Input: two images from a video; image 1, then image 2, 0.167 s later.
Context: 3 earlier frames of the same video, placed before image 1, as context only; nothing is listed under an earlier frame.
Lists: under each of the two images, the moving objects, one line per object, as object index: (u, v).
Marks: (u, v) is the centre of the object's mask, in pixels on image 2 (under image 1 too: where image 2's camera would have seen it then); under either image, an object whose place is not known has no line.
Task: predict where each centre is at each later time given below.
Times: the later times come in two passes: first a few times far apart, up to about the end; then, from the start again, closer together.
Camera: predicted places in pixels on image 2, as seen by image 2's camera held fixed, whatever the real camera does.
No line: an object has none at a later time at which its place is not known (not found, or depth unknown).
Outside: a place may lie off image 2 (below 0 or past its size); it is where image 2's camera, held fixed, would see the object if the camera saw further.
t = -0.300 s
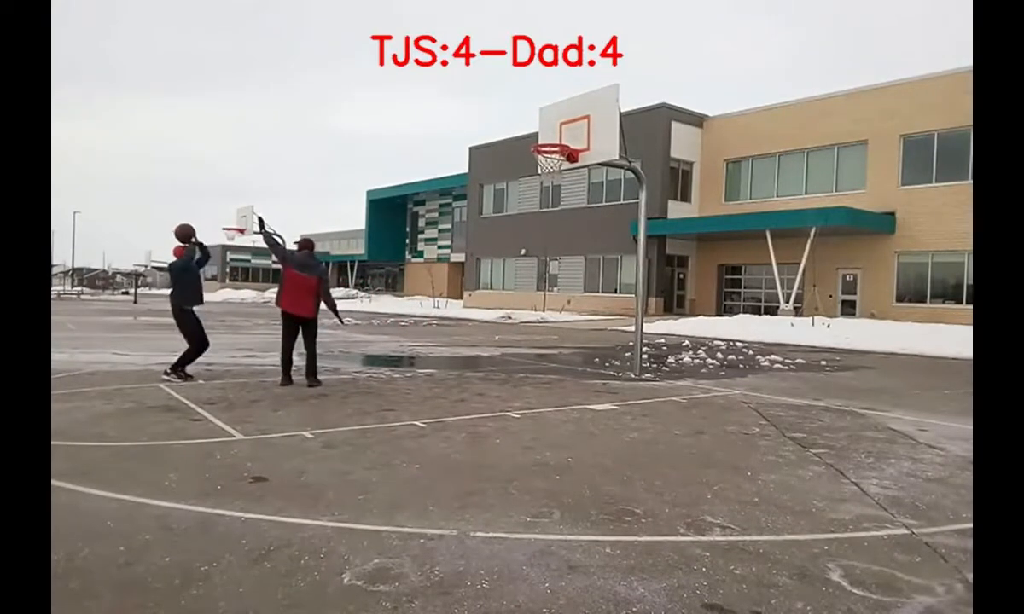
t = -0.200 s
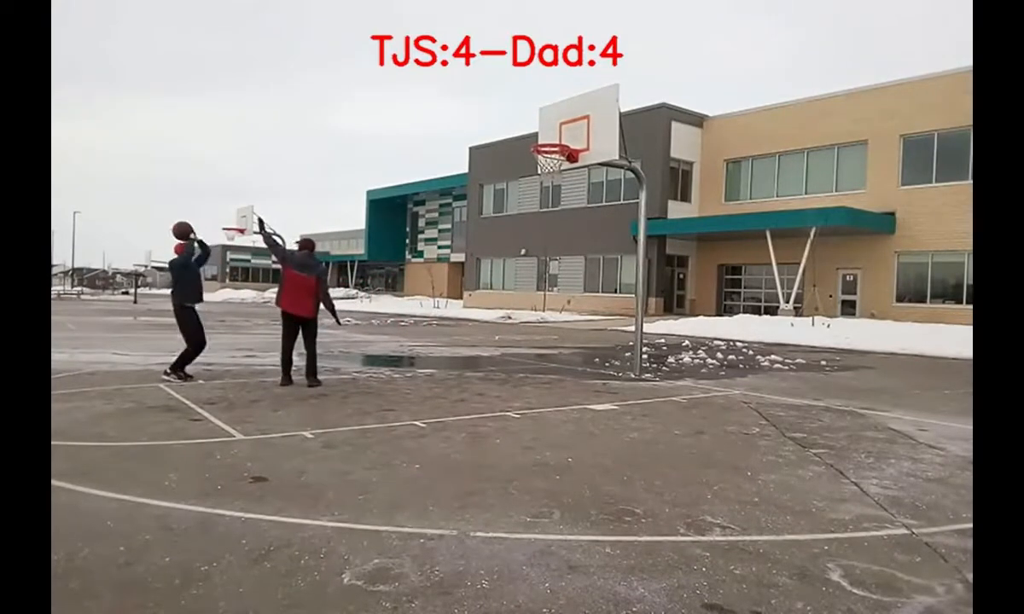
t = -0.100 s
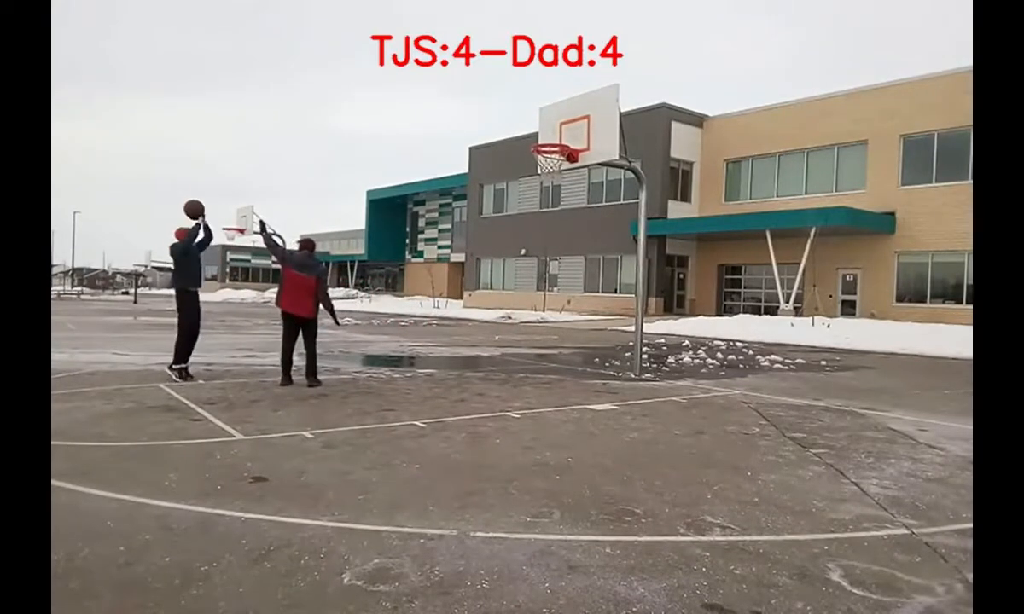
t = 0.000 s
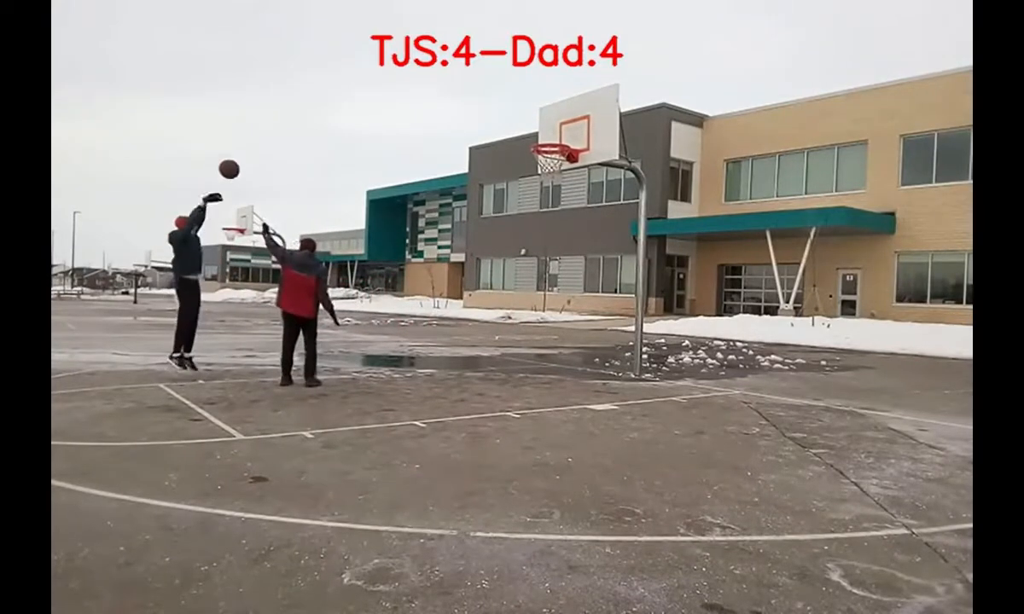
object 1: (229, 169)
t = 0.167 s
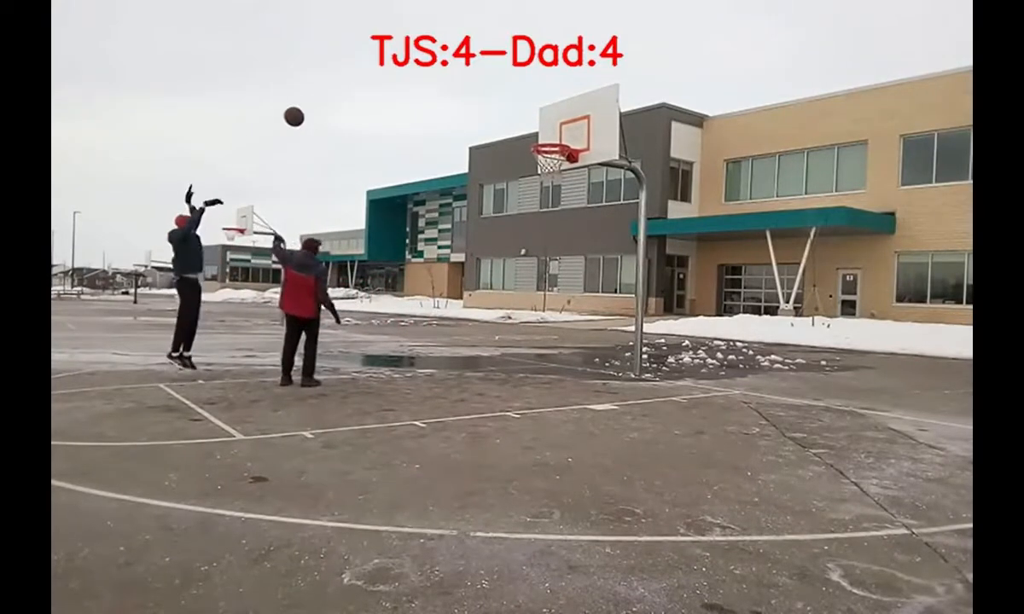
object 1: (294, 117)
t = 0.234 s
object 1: (319, 102)
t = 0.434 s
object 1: (393, 80)
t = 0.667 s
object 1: (476, 95)
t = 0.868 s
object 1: (540, 132)
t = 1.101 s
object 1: (576, 92)
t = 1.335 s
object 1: (602, 91)
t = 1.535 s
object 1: (602, 115)
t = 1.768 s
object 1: (602, 190)
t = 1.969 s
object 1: (599, 296)
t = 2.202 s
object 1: (601, 345)
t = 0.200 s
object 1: (306, 109)
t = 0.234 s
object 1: (319, 102)
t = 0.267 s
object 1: (332, 96)
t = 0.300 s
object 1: (344, 91)
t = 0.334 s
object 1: (357, 87)
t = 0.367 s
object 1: (369, 84)
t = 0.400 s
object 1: (381, 81)
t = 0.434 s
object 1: (393, 80)
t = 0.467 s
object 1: (405, 79)
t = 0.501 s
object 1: (417, 80)
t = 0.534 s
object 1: (429, 81)
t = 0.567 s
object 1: (441, 83)
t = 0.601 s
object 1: (453, 86)
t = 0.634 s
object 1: (464, 90)
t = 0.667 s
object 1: (476, 95)
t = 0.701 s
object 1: (488, 101)
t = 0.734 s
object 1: (499, 107)
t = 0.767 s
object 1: (510, 114)
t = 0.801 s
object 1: (522, 123)
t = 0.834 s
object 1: (533, 132)
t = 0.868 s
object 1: (540, 132)
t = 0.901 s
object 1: (545, 124)
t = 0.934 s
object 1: (550, 116)
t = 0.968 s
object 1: (555, 110)
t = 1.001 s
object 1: (561, 104)
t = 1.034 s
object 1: (565, 99)
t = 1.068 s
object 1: (570, 95)
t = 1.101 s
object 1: (576, 92)
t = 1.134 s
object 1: (581, 89)
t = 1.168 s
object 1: (585, 88)
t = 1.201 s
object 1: (590, 87)
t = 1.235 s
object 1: (595, 88)
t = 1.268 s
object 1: (600, 89)
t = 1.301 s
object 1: (602, 90)
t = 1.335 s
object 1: (602, 91)
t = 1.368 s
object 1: (602, 92)
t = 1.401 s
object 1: (602, 95)
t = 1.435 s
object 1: (602, 99)
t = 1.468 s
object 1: (602, 103)
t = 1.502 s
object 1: (602, 109)
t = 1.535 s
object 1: (602, 115)
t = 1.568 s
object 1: (602, 123)
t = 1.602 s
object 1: (603, 131)
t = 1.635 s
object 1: (603, 141)
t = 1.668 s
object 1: (602, 152)
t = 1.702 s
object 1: (603, 163)
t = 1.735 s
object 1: (602, 176)
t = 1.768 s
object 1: (602, 190)
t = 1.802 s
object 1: (602, 206)
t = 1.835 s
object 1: (601, 222)
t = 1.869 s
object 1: (601, 239)
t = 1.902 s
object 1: (600, 257)
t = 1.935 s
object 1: (600, 275)
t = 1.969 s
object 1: (599, 296)
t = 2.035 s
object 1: (598, 340)
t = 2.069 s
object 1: (597, 365)
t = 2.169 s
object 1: (599, 361)
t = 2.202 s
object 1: (601, 345)
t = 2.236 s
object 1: (602, 331)
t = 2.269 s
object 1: (604, 317)
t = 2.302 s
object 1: (606, 304)
